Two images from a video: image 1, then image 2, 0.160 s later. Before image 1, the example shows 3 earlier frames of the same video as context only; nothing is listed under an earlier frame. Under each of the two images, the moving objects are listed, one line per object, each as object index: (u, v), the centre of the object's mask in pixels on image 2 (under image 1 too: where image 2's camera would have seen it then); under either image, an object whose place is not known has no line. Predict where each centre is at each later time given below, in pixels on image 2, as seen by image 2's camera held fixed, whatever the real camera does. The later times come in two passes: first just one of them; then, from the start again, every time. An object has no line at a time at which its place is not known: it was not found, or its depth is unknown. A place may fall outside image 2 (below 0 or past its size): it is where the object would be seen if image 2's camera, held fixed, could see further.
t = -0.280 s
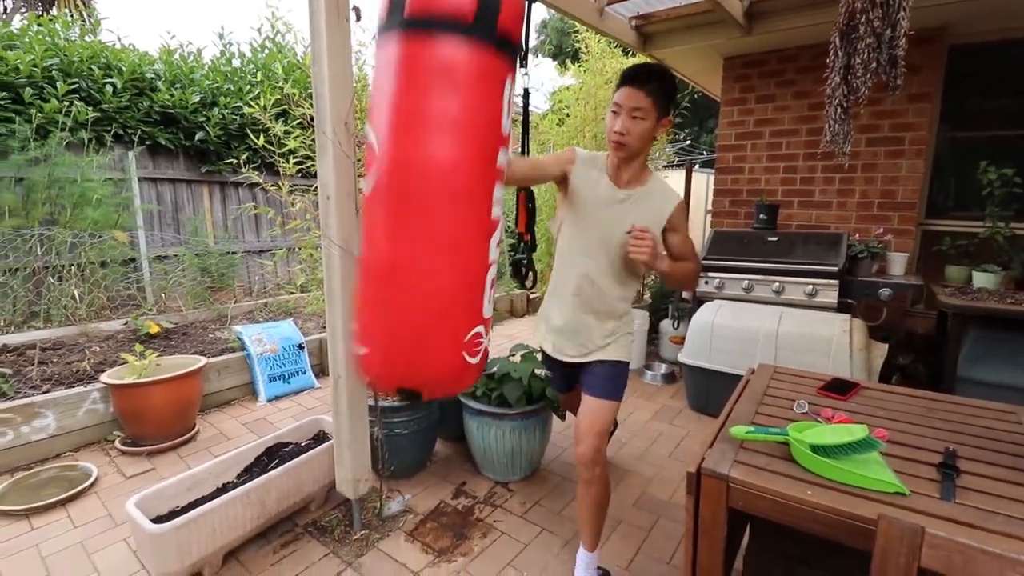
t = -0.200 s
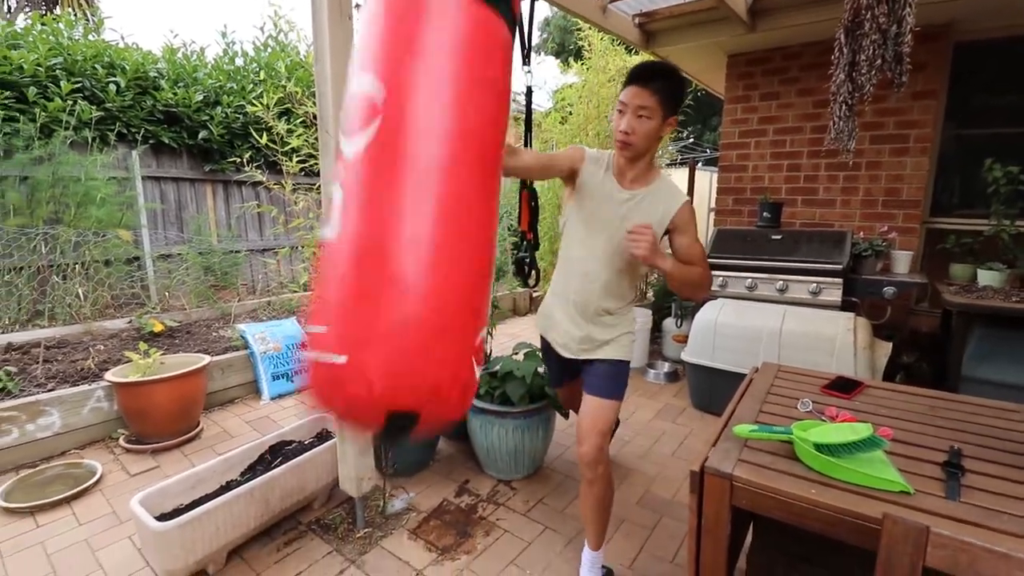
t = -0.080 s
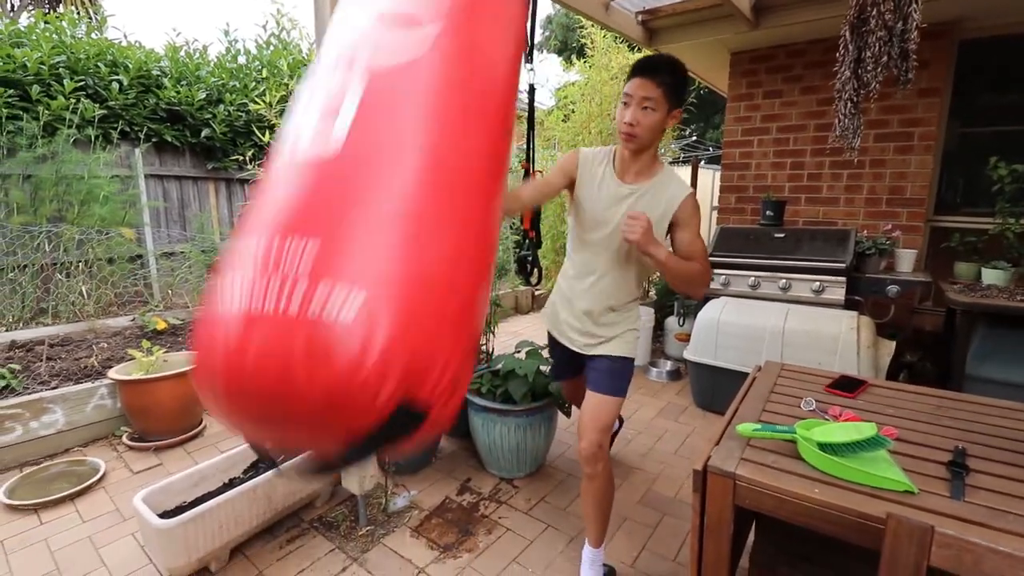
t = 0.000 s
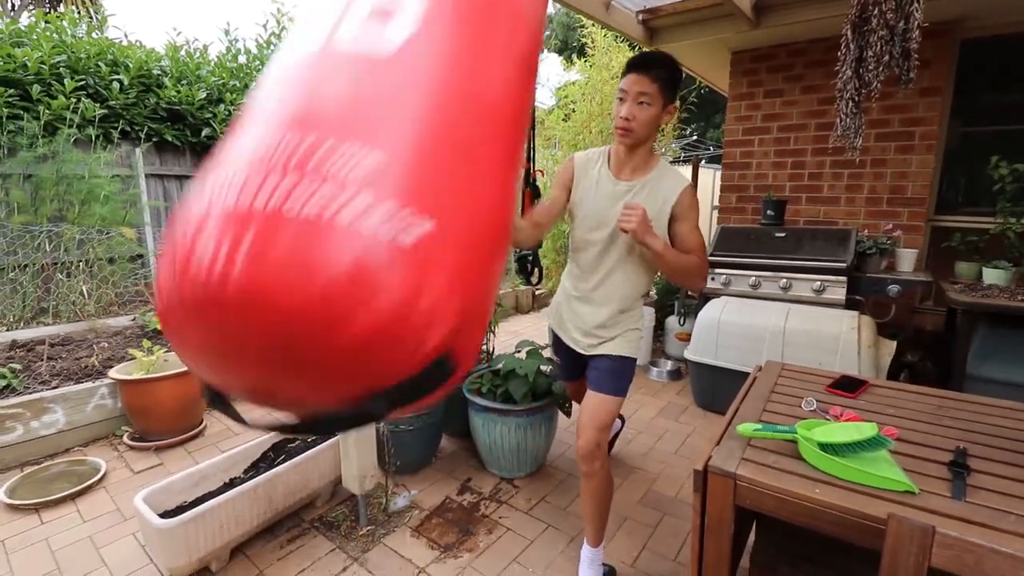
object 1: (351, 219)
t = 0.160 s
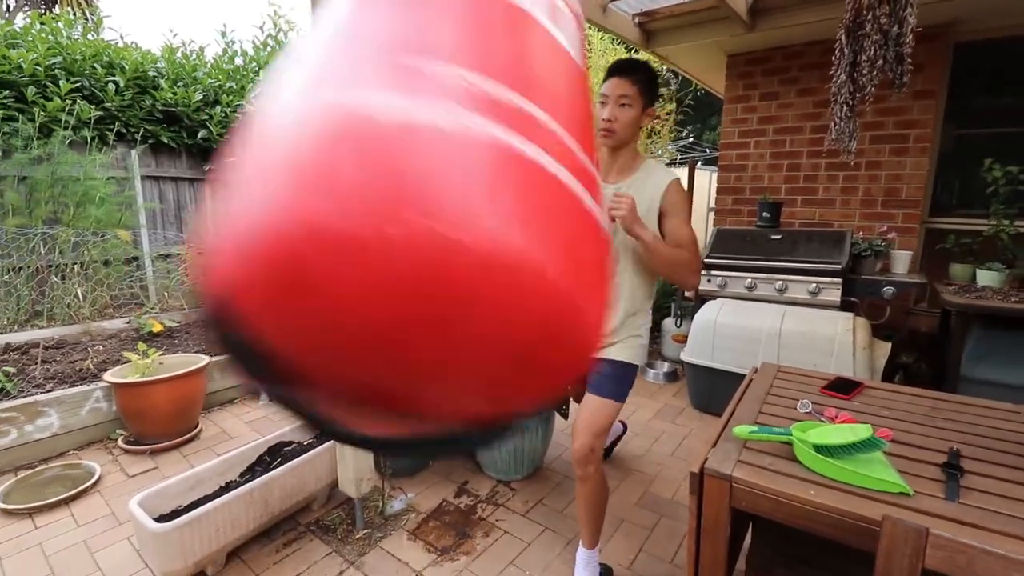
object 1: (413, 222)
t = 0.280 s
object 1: (498, 246)
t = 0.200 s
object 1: (450, 229)
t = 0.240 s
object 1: (479, 239)
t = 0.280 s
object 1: (498, 246)
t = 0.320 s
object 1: (519, 246)
